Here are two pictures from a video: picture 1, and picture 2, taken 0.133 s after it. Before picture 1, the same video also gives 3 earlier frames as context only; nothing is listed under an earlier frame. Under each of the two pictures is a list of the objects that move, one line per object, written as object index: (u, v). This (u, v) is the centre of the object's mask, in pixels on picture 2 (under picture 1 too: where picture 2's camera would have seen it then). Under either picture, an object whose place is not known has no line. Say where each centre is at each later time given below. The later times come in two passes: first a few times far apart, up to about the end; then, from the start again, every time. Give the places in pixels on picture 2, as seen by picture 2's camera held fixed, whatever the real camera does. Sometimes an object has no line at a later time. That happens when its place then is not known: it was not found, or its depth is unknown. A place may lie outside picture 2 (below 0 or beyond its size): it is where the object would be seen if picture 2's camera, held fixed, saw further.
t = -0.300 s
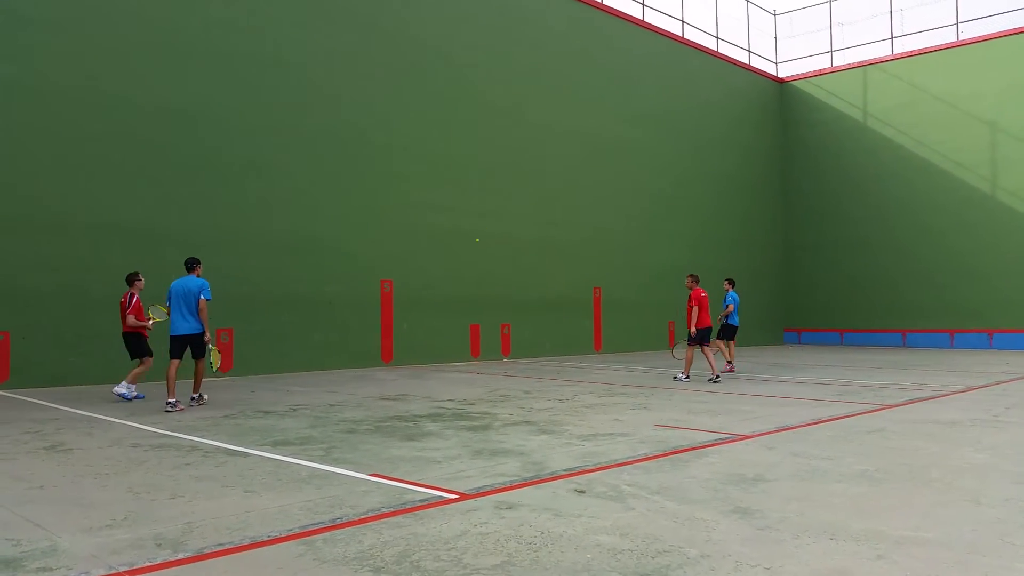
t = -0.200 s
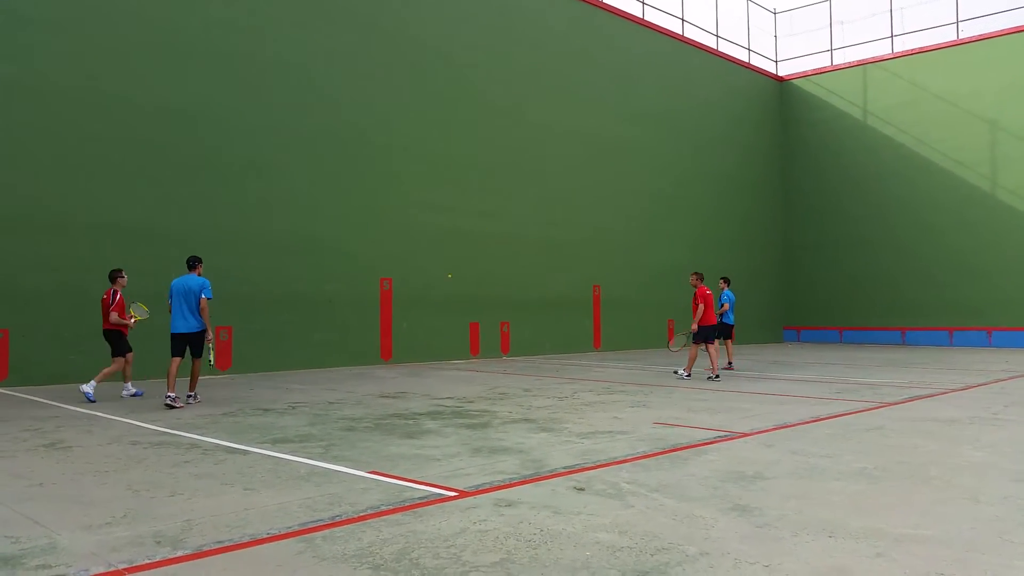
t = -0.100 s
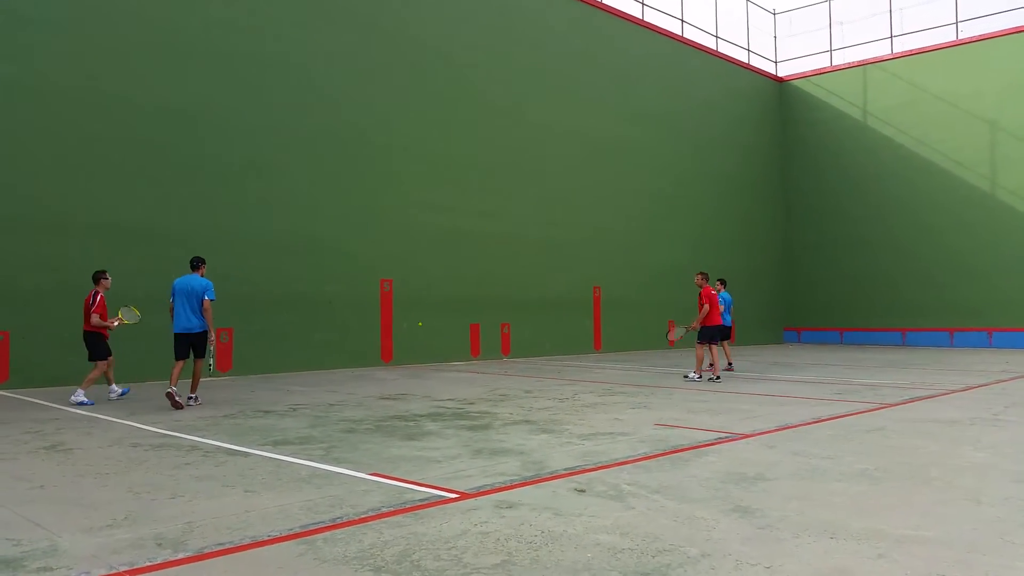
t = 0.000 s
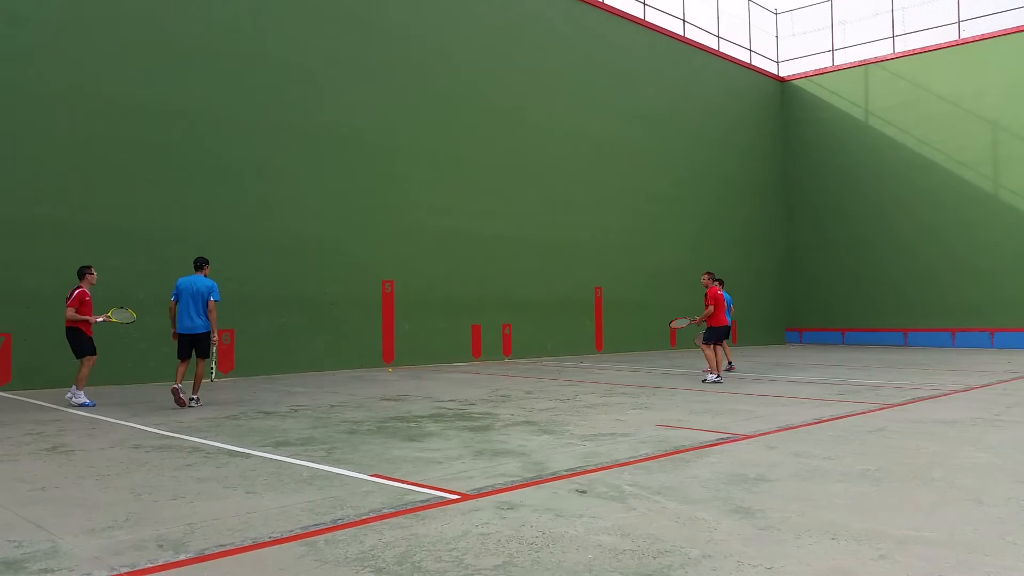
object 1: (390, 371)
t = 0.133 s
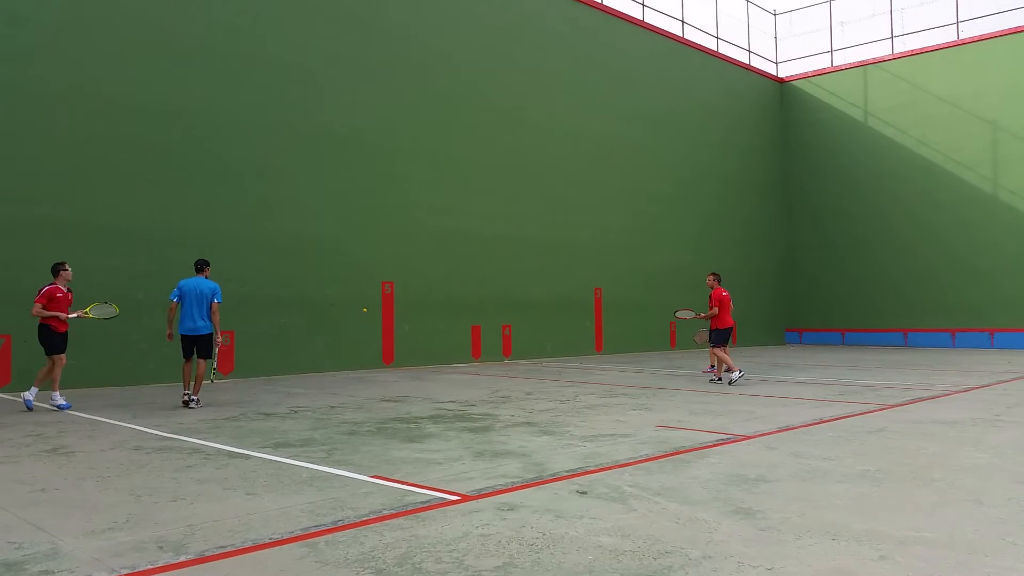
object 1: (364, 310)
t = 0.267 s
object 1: (337, 255)
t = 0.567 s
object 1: (263, 158)
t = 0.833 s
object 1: (188, 110)
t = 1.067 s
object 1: (106, 106)
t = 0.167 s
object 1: (357, 296)
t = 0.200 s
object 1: (351, 283)
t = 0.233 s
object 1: (344, 269)
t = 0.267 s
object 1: (337, 255)
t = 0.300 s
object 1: (329, 243)
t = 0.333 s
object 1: (322, 231)
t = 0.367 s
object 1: (315, 220)
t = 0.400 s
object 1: (308, 209)
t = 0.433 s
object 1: (301, 197)
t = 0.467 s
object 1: (292, 187)
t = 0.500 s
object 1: (283, 177)
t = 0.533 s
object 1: (273, 167)
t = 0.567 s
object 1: (263, 158)
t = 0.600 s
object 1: (254, 149)
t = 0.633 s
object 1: (246, 142)
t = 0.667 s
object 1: (237, 135)
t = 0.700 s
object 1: (228, 129)
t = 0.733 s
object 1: (219, 124)
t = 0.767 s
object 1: (209, 118)
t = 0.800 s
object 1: (198, 114)
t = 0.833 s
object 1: (188, 110)
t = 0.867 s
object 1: (178, 107)
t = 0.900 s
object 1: (166, 104)
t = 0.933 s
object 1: (154, 102)
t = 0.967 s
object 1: (142, 101)
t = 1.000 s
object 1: (130, 102)
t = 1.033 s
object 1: (119, 104)
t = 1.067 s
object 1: (106, 106)
